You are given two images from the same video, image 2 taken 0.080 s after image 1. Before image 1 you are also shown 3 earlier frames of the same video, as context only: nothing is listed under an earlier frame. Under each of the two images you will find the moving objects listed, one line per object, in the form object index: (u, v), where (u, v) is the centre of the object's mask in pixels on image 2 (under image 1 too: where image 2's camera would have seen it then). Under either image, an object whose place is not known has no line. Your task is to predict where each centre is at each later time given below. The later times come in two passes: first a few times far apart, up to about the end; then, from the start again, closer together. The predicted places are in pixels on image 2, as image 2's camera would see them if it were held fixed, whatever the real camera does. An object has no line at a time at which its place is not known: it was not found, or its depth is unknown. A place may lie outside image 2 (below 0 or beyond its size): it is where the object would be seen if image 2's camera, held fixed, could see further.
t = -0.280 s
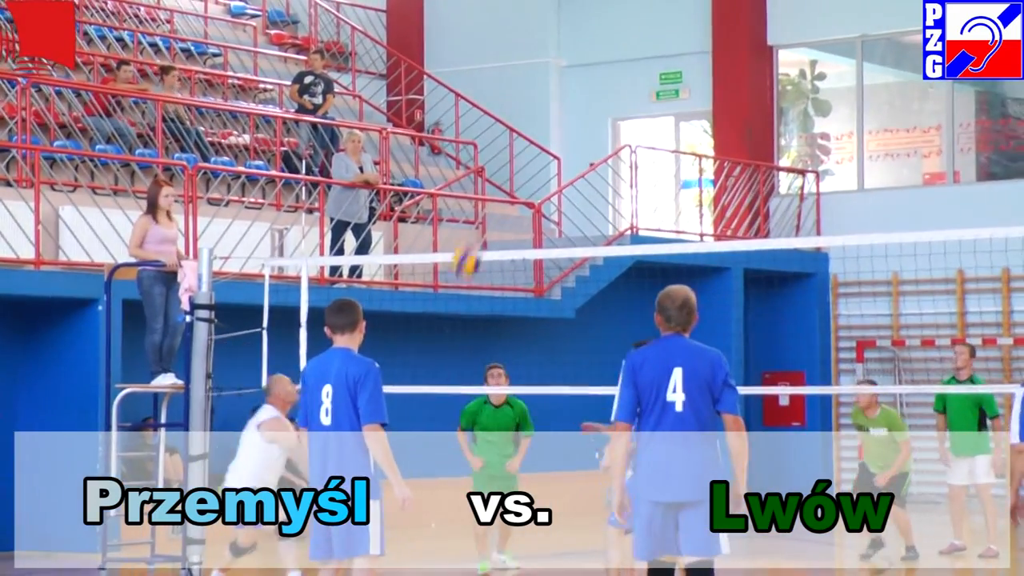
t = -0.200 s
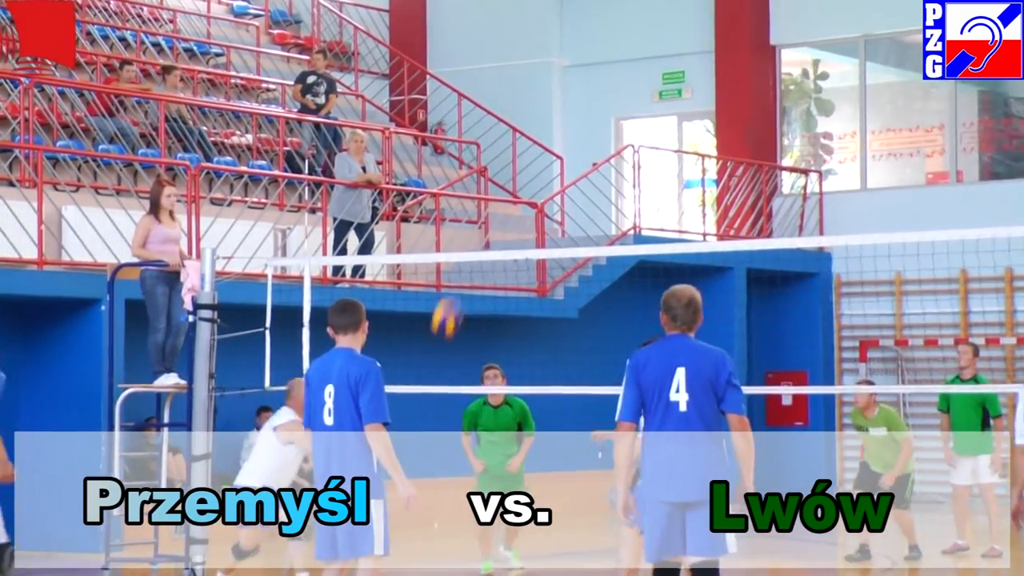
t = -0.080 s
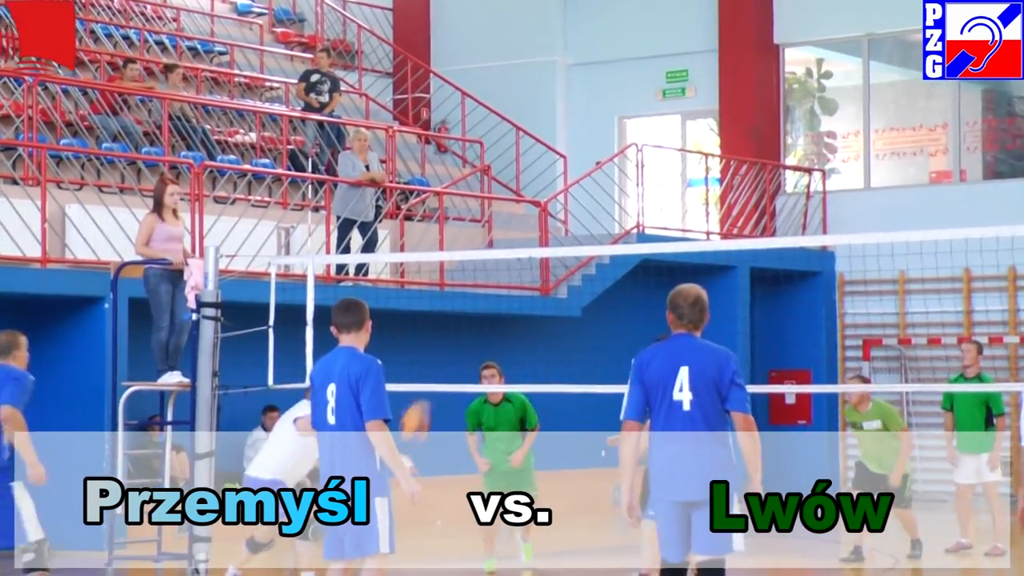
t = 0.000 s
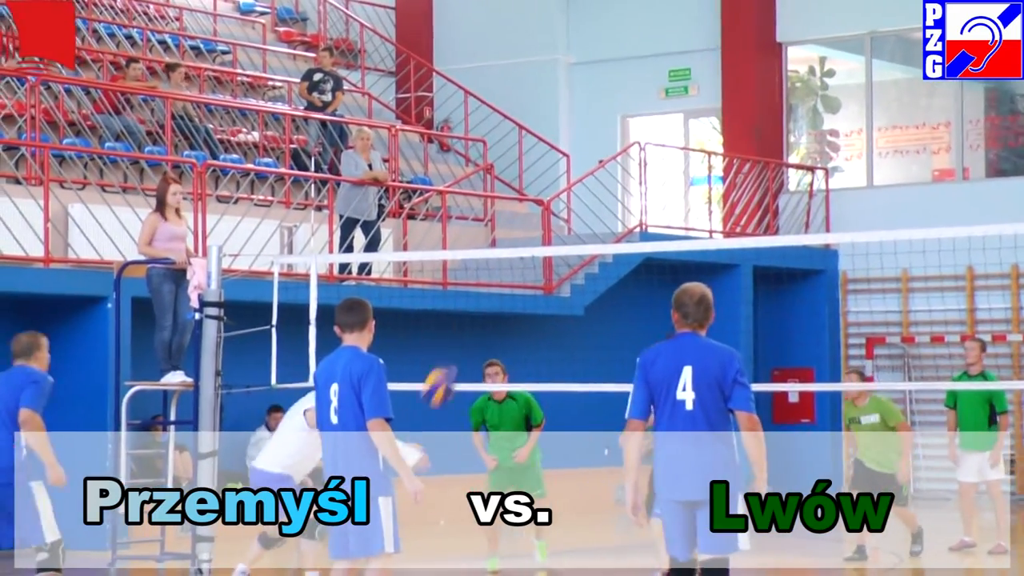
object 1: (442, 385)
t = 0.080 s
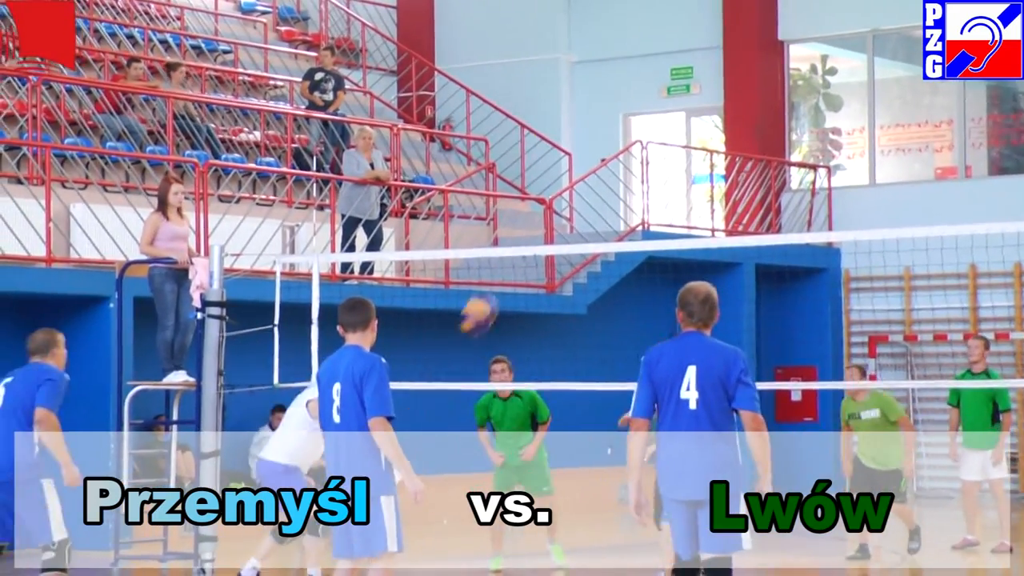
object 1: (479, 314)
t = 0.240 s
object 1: (553, 198)
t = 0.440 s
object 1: (649, 103)
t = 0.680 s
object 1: (769, 64)
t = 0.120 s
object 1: (497, 280)
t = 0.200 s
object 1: (535, 222)
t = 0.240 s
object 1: (553, 198)
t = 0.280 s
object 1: (572, 173)
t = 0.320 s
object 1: (590, 154)
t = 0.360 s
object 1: (610, 135)
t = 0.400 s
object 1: (628, 119)
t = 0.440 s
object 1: (649, 103)
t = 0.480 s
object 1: (670, 90)
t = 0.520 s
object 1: (691, 80)
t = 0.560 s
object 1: (712, 72)
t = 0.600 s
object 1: (732, 67)
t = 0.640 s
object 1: (751, 65)
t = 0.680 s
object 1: (769, 64)
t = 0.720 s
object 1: (789, 68)
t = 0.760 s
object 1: (811, 73)
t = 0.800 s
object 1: (832, 82)
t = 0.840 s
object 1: (854, 92)
